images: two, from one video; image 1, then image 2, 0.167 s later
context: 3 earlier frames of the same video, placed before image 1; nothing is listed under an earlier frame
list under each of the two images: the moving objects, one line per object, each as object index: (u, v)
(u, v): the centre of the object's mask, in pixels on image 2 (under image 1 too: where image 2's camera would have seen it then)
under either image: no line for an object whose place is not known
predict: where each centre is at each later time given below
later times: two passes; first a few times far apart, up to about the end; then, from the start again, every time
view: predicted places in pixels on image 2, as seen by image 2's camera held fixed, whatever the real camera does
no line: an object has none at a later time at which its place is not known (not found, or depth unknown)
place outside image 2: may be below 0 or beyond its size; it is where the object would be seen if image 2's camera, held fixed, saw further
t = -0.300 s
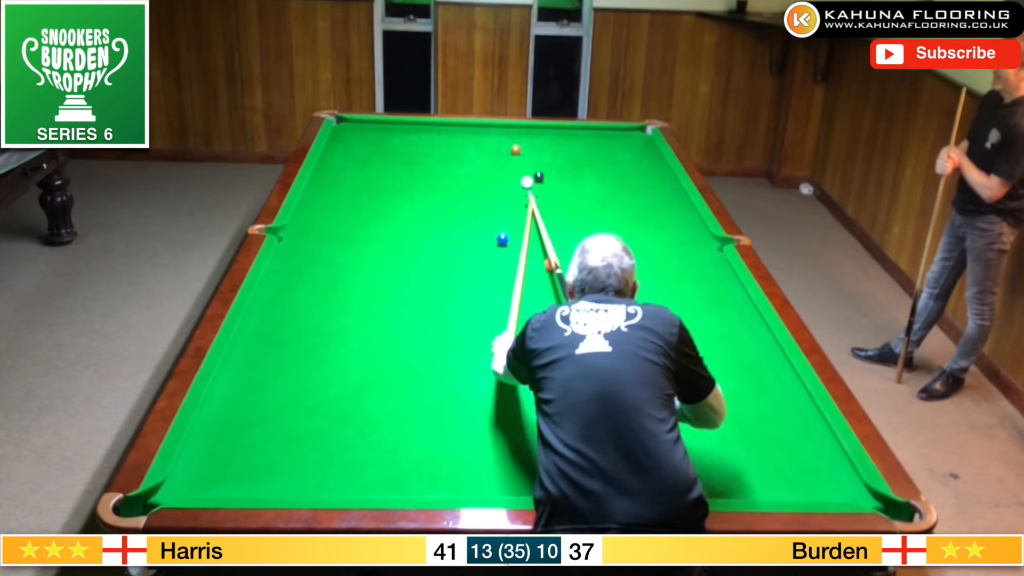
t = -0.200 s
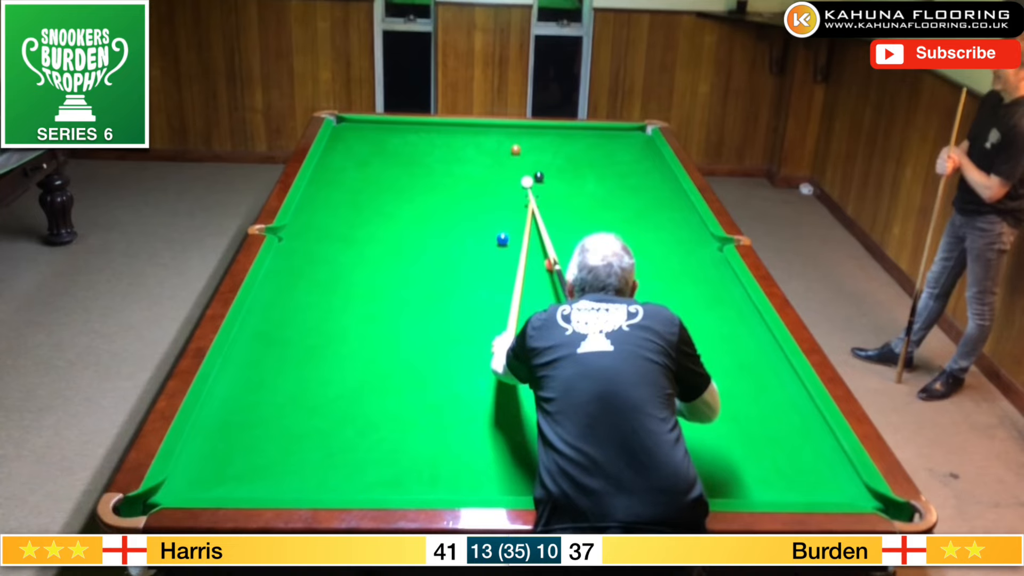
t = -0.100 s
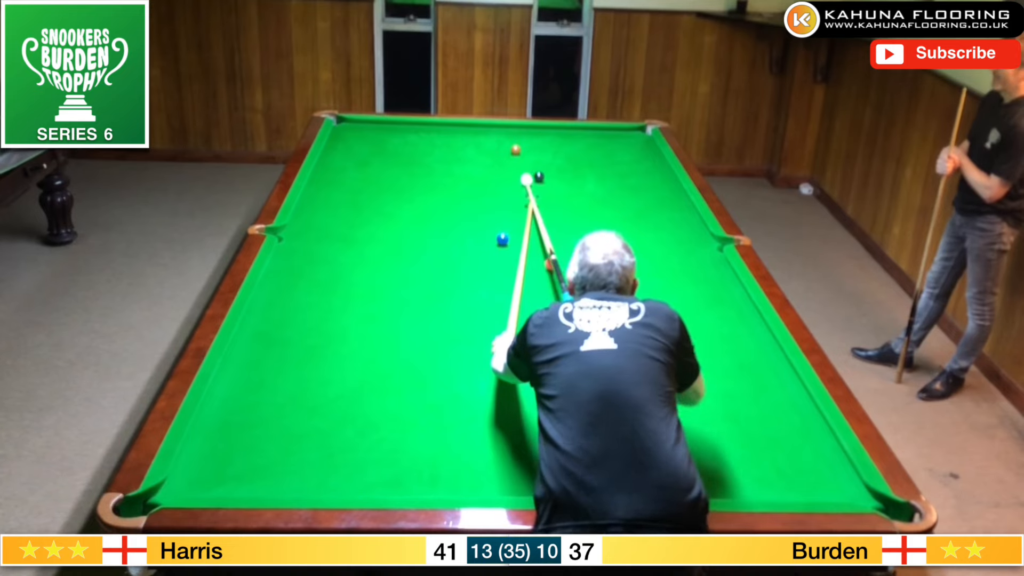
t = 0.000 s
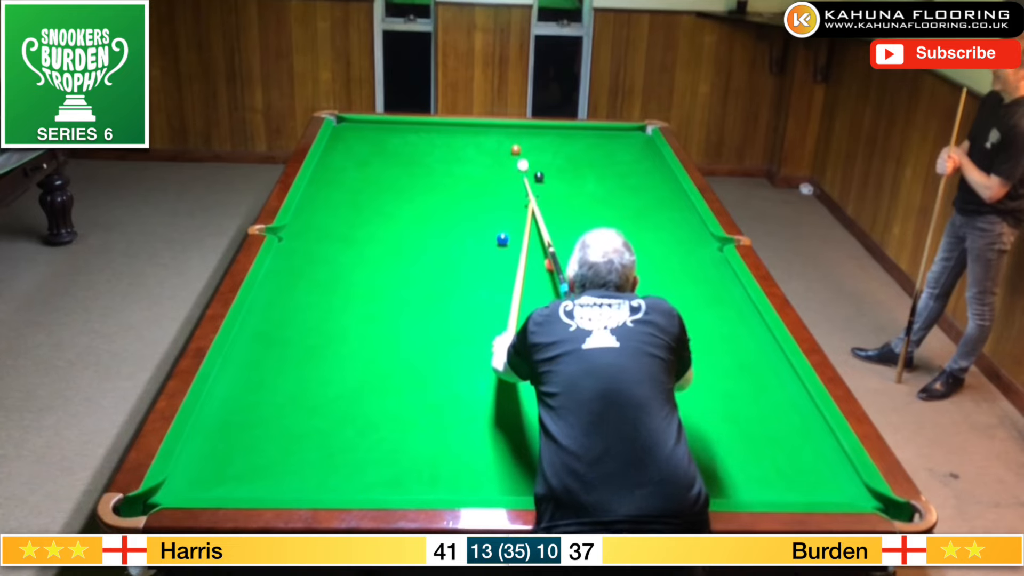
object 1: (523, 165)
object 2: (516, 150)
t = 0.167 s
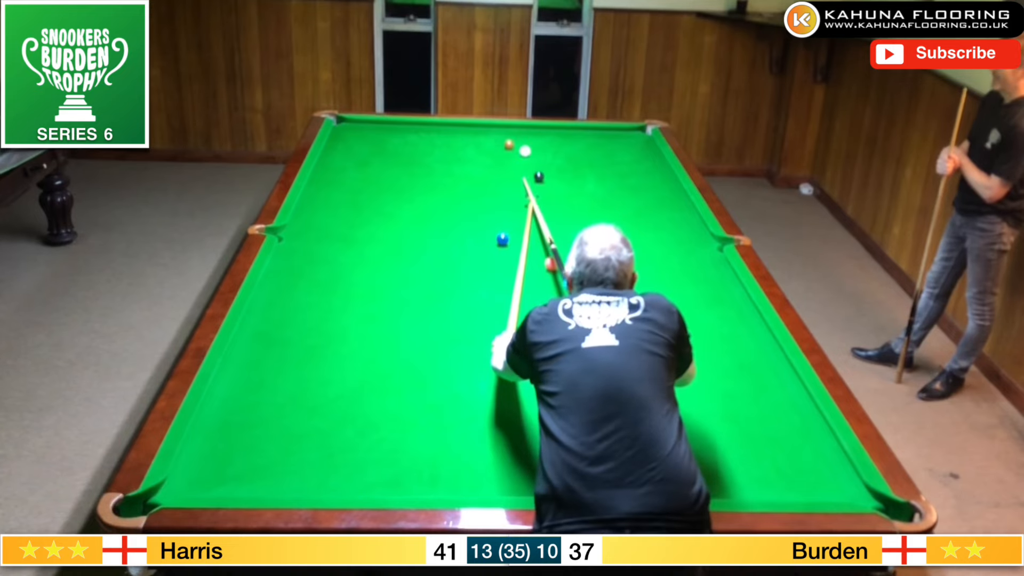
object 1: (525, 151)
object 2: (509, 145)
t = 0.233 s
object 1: (530, 150)
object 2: (502, 140)
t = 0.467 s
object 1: (546, 145)
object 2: (485, 127)
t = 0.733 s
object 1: (562, 141)
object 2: (476, 135)
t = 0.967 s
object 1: (574, 138)
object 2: (467, 143)
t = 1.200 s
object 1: (586, 134)
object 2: (459, 151)
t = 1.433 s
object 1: (597, 131)
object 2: (452, 160)
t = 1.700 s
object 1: (607, 128)
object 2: (443, 169)
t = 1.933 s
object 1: (616, 128)
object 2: (435, 178)
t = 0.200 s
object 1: (528, 150)
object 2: (505, 142)
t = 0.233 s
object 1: (530, 150)
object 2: (502, 140)
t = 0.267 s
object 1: (532, 149)
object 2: (500, 138)
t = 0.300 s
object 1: (535, 149)
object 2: (497, 135)
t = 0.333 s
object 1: (537, 148)
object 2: (494, 134)
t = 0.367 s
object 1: (539, 147)
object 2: (492, 132)
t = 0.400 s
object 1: (541, 147)
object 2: (490, 130)
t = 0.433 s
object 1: (544, 146)
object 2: (487, 129)
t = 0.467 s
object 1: (546, 145)
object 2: (485, 127)
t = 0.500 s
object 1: (548, 145)
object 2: (483, 127)
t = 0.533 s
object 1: (550, 144)
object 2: (483, 128)
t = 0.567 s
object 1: (552, 144)
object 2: (481, 129)
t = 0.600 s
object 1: (554, 143)
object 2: (480, 130)
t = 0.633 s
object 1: (556, 143)
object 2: (479, 131)
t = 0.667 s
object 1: (558, 142)
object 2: (478, 132)
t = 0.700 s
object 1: (560, 141)
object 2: (477, 133)
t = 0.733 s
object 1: (562, 141)
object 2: (476, 135)
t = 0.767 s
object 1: (563, 140)
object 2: (474, 136)
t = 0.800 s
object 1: (565, 140)
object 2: (473, 137)
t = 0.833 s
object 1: (567, 139)
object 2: (472, 138)
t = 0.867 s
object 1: (569, 139)
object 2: (471, 139)
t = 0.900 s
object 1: (571, 139)
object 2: (470, 141)
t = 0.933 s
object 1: (573, 138)
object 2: (469, 142)
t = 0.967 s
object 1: (574, 138)
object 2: (467, 143)
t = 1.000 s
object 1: (576, 137)
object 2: (466, 144)
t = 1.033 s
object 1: (578, 136)
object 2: (465, 145)
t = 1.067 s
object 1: (579, 136)
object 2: (464, 146)
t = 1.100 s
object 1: (581, 135)
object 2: (463, 148)
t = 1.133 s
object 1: (583, 135)
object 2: (462, 149)
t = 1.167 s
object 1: (584, 134)
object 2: (460, 150)
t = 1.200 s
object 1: (586, 134)
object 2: (459, 151)
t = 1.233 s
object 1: (588, 134)
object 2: (458, 152)
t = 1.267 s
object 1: (589, 133)
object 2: (457, 154)
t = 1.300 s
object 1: (591, 133)
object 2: (456, 155)
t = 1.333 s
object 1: (592, 133)
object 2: (455, 156)
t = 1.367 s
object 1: (593, 132)
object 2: (454, 157)
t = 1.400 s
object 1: (595, 132)
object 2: (453, 158)
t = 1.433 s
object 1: (597, 131)
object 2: (452, 160)
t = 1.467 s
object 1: (598, 131)
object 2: (450, 161)
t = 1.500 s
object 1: (599, 131)
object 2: (449, 162)
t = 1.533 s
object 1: (601, 130)
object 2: (448, 163)
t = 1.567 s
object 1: (602, 130)
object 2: (447, 165)
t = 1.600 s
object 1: (603, 129)
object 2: (446, 166)
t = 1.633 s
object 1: (605, 129)
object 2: (445, 167)
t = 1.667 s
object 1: (606, 129)
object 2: (444, 168)
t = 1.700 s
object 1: (607, 128)
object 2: (443, 169)
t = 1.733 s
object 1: (609, 128)
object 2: (442, 171)
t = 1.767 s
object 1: (610, 128)
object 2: (441, 172)
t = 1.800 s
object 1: (611, 128)
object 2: (439, 173)
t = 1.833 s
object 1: (612, 128)
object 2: (439, 174)
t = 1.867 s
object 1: (614, 128)
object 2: (437, 175)
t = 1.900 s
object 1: (615, 128)
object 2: (436, 177)
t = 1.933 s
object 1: (616, 128)
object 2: (435, 178)
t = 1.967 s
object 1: (617, 129)
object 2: (434, 179)
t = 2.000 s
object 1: (618, 129)
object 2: (433, 180)
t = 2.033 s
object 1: (619, 129)
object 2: (432, 182)
